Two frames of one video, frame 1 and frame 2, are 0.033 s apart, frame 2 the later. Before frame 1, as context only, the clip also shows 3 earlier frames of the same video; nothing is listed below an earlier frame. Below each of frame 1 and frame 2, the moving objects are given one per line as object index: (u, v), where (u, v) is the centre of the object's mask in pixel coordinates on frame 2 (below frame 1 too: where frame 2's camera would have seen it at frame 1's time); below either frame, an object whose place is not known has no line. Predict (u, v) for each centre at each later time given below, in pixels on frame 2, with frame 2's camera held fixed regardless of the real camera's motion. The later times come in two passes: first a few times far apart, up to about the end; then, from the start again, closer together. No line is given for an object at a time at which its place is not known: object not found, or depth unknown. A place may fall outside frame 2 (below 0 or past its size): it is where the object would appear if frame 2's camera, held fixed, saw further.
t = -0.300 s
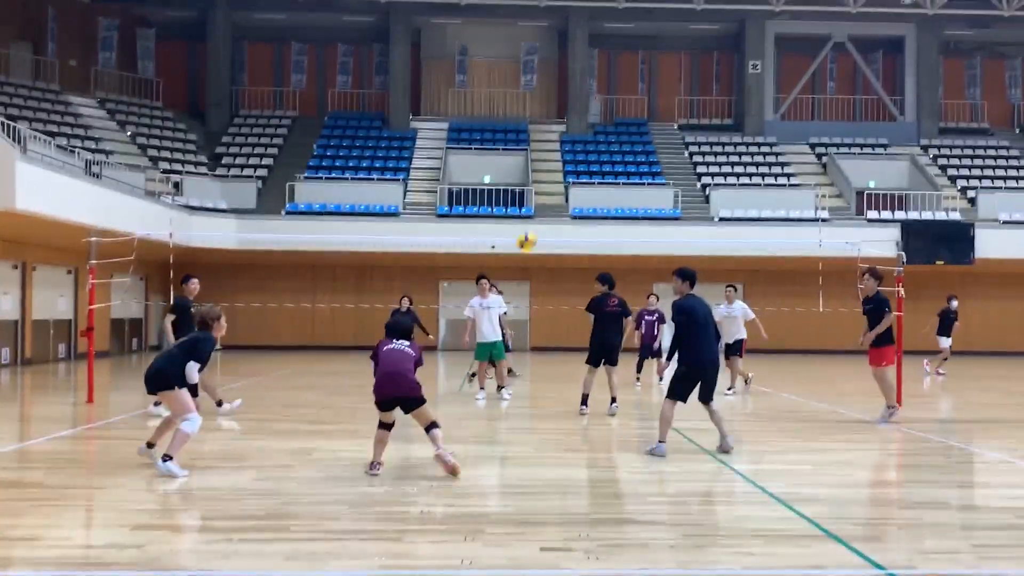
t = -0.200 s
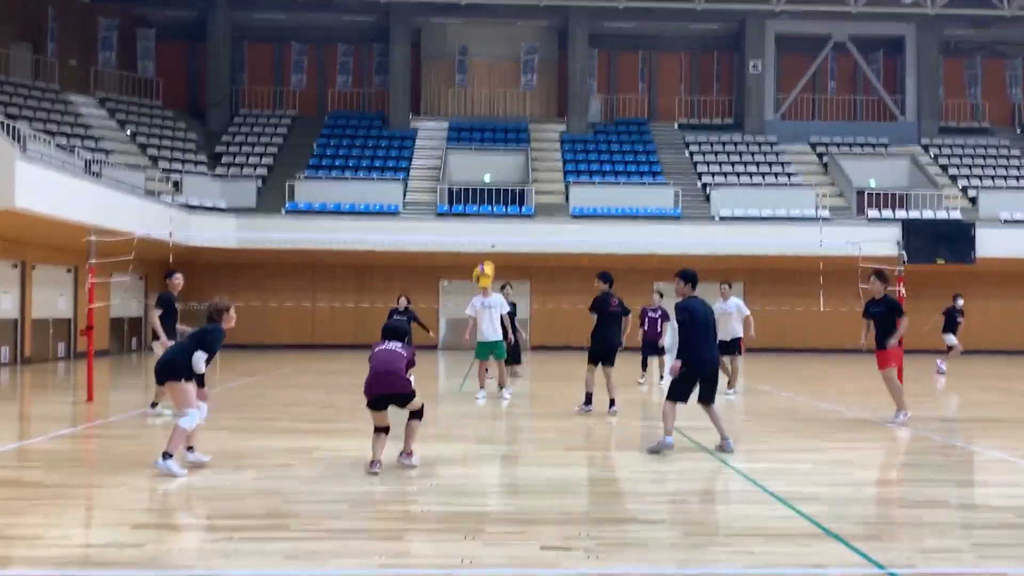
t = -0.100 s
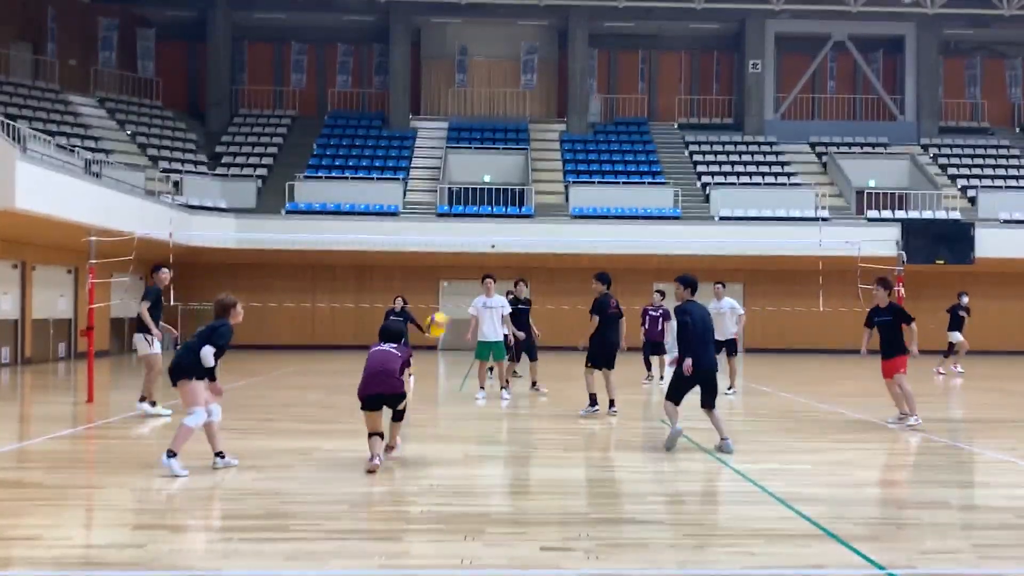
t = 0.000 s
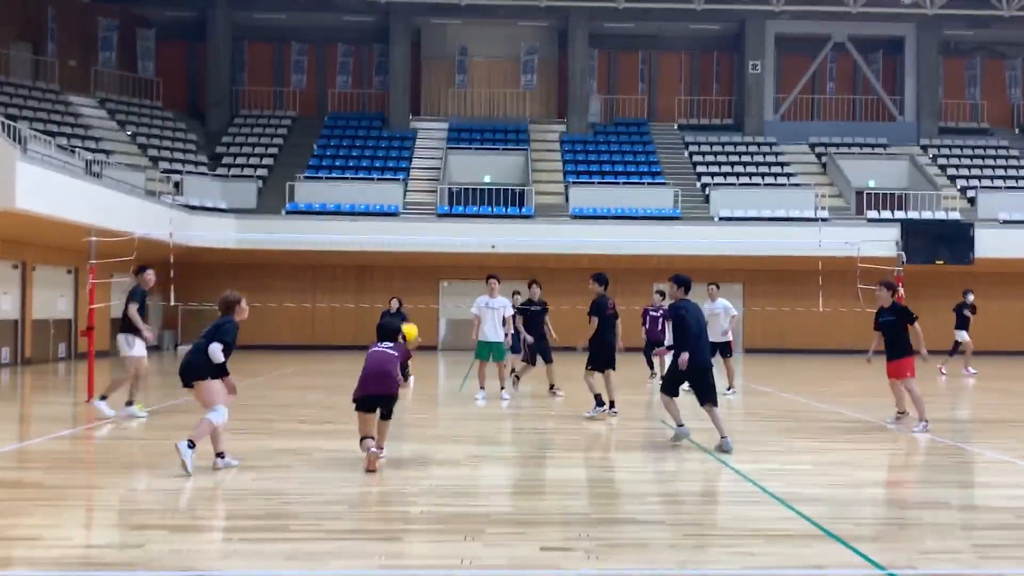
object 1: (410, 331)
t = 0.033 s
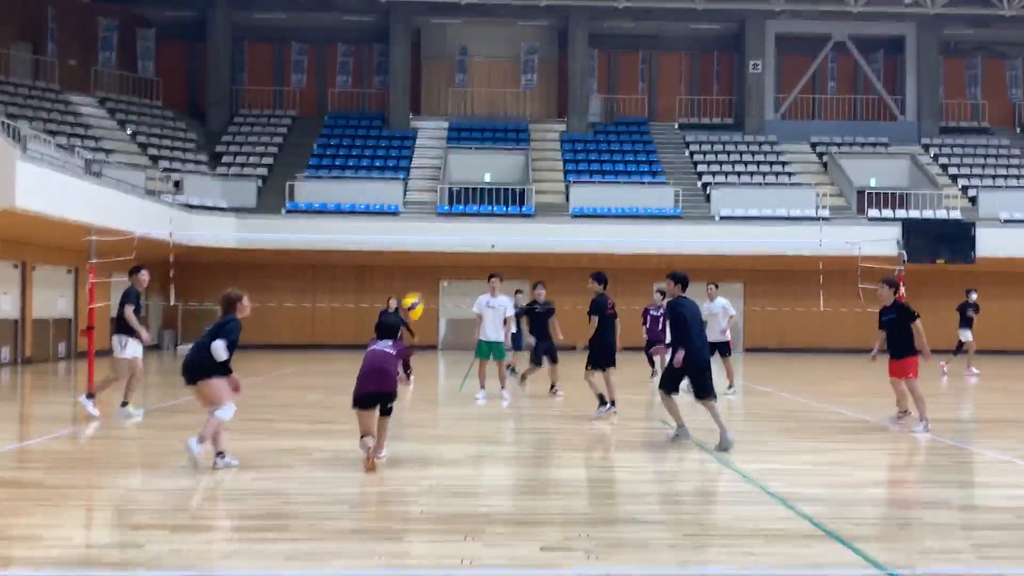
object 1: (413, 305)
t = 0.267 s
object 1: (433, 171)
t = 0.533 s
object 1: (450, 96)
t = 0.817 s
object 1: (465, 89)
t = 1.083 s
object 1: (476, 138)
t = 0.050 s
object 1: (413, 295)
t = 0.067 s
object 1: (415, 283)
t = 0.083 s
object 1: (417, 272)
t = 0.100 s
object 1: (418, 262)
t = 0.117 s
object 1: (420, 250)
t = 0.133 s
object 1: (422, 240)
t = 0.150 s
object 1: (423, 228)
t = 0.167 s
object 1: (425, 219)
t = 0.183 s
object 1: (427, 210)
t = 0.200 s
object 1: (428, 203)
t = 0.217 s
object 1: (428, 193)
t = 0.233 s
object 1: (430, 185)
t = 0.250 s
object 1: (431, 177)
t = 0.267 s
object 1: (433, 171)
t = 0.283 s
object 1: (435, 165)
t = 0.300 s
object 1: (436, 155)
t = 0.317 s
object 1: (438, 150)
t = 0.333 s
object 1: (438, 143)
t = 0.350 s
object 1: (438, 139)
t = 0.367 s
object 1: (441, 133)
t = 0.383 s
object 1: (441, 129)
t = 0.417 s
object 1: (443, 119)
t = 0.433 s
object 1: (444, 115)
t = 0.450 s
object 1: (446, 109)
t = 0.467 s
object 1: (446, 107)
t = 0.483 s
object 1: (447, 104)
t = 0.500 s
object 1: (450, 98)
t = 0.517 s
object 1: (449, 99)
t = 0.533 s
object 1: (450, 96)
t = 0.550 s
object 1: (451, 94)
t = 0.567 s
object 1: (453, 88)
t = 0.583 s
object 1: (453, 90)
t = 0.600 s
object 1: (455, 86)
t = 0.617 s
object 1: (455, 86)
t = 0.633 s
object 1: (456, 86)
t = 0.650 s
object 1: (457, 84)
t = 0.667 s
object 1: (458, 84)
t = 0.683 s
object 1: (458, 84)
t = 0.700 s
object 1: (460, 83)
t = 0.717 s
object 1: (460, 84)
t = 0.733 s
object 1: (460, 84)
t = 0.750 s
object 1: (462, 84)
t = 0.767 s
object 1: (462, 85)
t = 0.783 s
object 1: (463, 87)
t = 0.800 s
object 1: (464, 88)
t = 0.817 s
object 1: (465, 89)
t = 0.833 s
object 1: (465, 91)
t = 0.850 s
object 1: (466, 93)
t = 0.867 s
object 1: (467, 95)
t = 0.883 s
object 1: (468, 97)
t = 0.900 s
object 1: (468, 100)
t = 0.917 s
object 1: (469, 102)
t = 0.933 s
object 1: (470, 105)
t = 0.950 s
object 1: (470, 108)
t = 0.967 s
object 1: (471, 112)
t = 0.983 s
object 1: (472, 114)
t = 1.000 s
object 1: (472, 118)
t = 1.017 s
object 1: (473, 122)
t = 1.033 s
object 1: (474, 126)
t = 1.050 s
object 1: (474, 130)
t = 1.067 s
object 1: (475, 135)
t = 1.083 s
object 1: (476, 138)
